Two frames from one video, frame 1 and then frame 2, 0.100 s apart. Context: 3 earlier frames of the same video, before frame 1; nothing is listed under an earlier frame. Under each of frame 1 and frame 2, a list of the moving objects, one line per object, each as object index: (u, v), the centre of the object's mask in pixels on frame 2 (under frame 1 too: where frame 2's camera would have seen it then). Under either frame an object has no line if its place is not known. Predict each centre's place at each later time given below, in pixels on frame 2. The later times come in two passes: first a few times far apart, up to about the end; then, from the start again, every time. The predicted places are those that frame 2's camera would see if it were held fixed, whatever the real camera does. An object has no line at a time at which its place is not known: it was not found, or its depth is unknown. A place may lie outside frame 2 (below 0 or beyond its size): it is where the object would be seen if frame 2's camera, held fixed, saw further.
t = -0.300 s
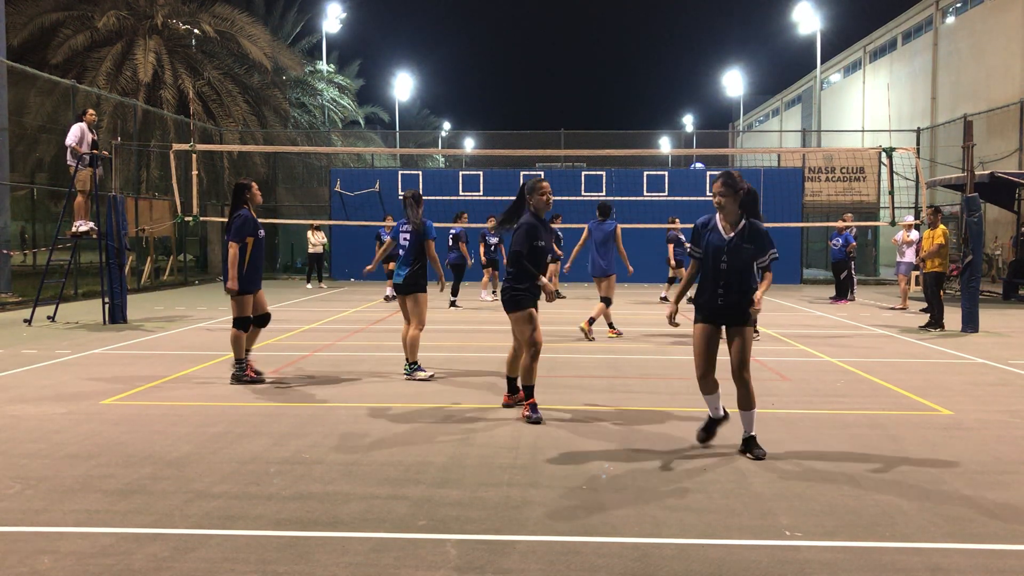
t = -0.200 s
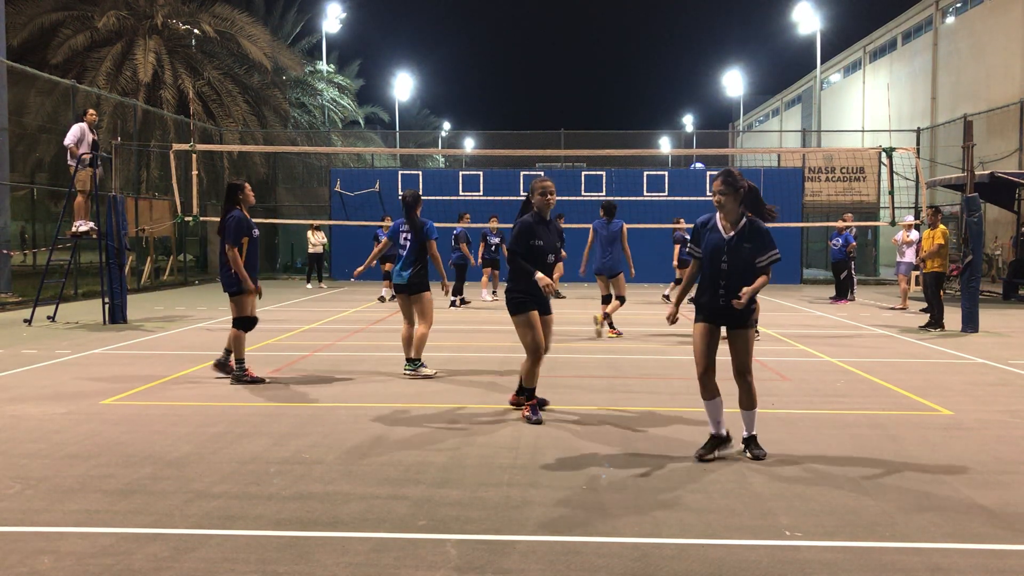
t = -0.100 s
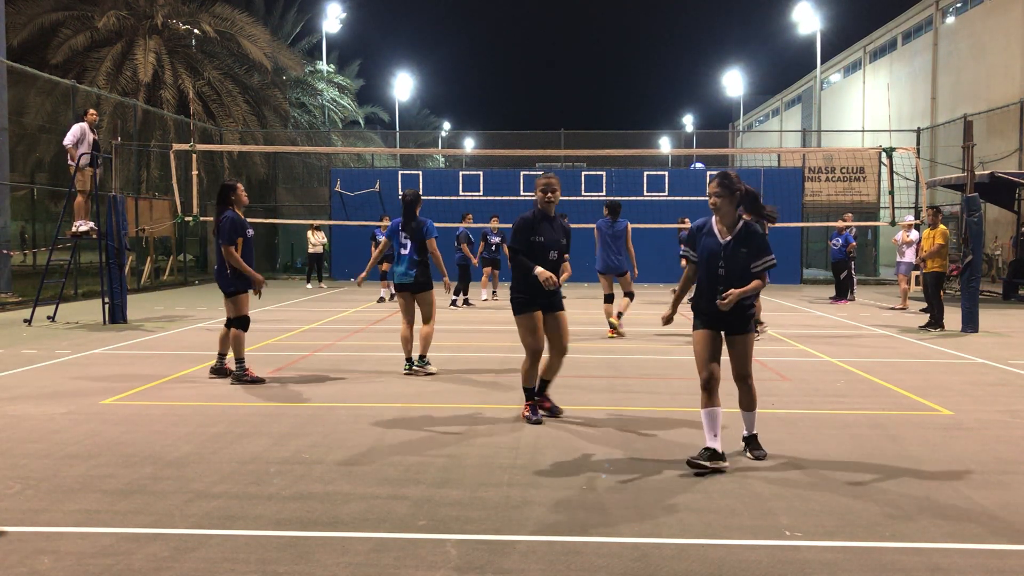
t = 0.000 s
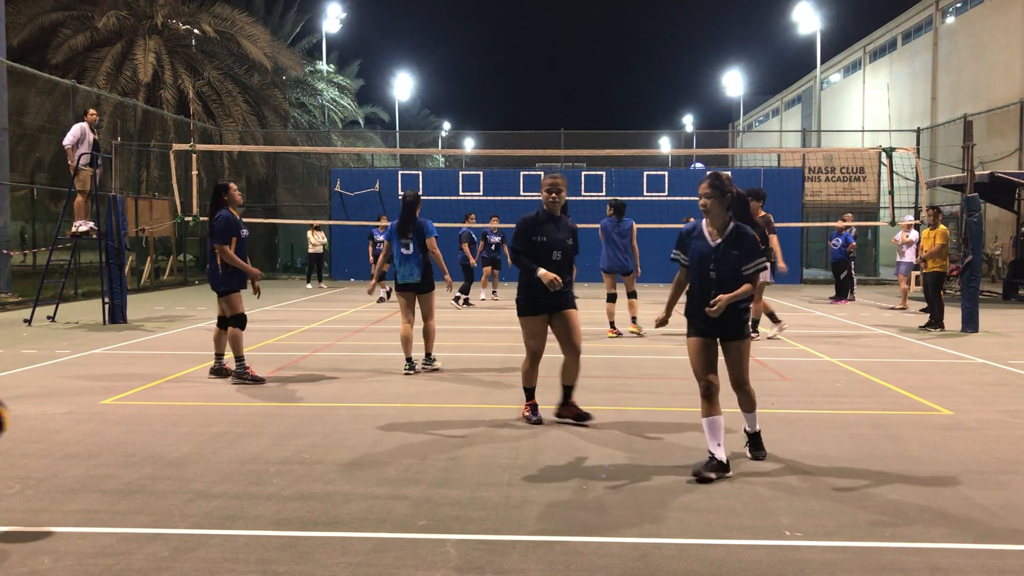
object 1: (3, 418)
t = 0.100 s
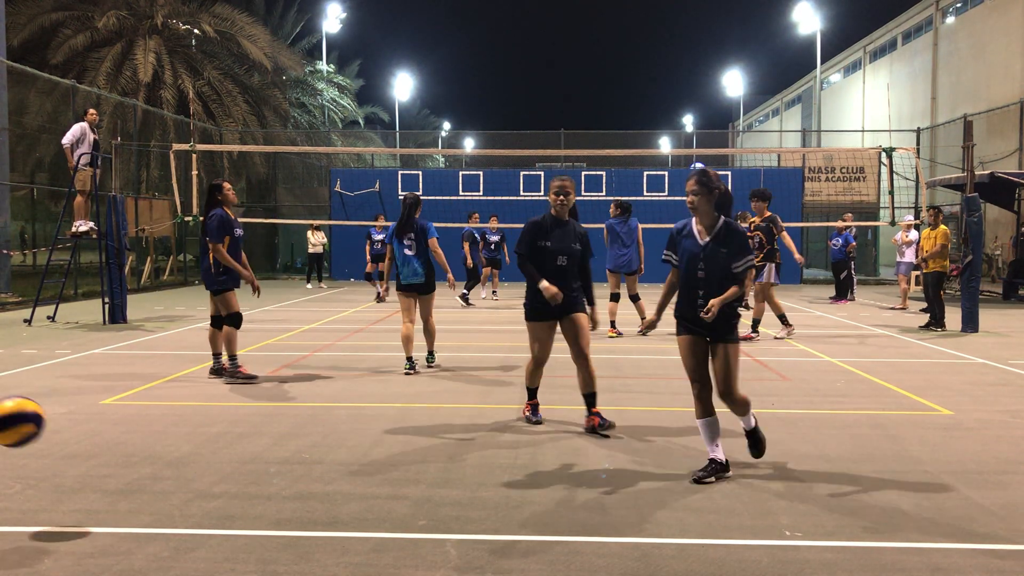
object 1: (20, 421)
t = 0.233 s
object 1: (64, 459)
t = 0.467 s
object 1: (147, 449)
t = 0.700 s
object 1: (227, 465)
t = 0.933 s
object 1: (304, 457)
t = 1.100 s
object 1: (356, 467)
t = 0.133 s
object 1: (28, 428)
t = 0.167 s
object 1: (40, 436)
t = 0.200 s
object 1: (52, 447)
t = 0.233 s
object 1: (64, 459)
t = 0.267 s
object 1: (77, 475)
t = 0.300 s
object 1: (89, 494)
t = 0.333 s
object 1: (101, 494)
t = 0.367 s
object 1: (113, 478)
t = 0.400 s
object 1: (125, 466)
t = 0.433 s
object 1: (136, 456)
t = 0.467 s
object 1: (147, 449)
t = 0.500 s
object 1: (159, 444)
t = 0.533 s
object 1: (170, 441)
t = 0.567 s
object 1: (181, 441)
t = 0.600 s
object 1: (193, 443)
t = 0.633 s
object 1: (204, 448)
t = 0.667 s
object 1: (216, 455)
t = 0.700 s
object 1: (227, 465)
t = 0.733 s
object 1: (239, 477)
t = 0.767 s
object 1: (250, 492)
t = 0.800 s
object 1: (261, 492)
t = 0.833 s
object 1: (272, 480)
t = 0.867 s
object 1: (283, 469)
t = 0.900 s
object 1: (294, 462)
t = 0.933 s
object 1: (304, 457)
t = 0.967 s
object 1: (314, 454)
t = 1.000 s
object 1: (324, 454)
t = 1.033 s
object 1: (335, 456)
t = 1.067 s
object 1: (346, 461)
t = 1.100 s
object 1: (356, 467)
